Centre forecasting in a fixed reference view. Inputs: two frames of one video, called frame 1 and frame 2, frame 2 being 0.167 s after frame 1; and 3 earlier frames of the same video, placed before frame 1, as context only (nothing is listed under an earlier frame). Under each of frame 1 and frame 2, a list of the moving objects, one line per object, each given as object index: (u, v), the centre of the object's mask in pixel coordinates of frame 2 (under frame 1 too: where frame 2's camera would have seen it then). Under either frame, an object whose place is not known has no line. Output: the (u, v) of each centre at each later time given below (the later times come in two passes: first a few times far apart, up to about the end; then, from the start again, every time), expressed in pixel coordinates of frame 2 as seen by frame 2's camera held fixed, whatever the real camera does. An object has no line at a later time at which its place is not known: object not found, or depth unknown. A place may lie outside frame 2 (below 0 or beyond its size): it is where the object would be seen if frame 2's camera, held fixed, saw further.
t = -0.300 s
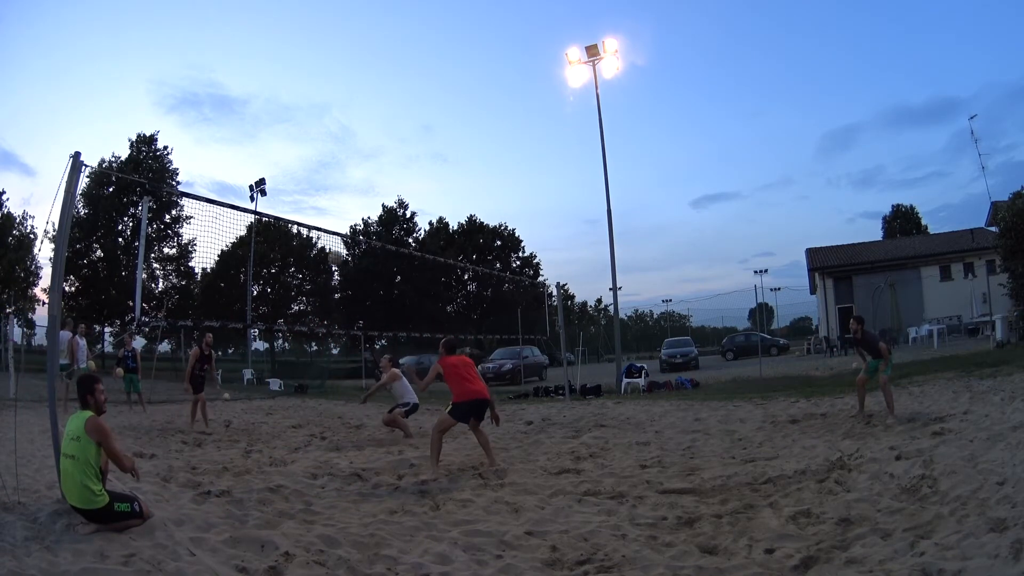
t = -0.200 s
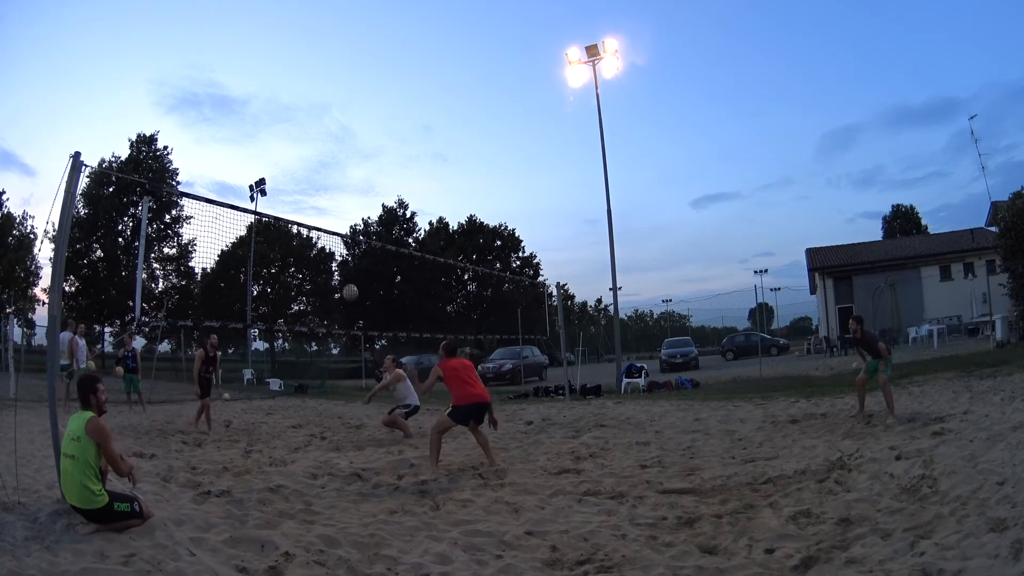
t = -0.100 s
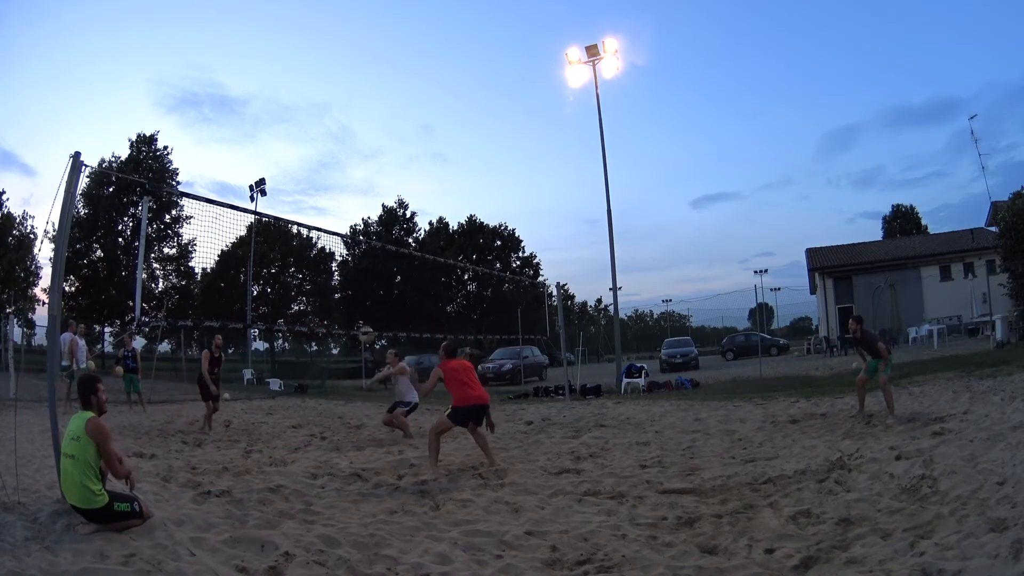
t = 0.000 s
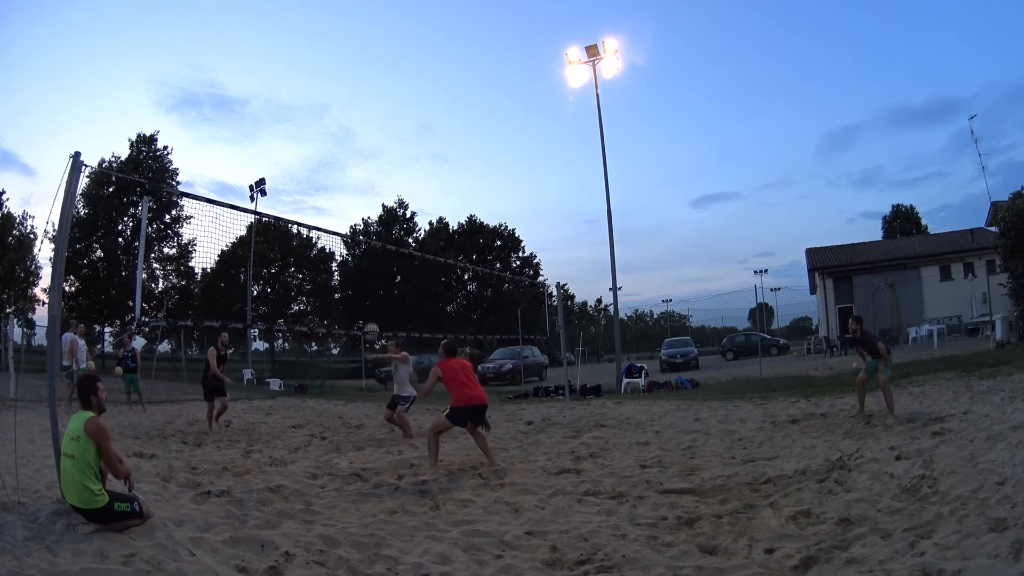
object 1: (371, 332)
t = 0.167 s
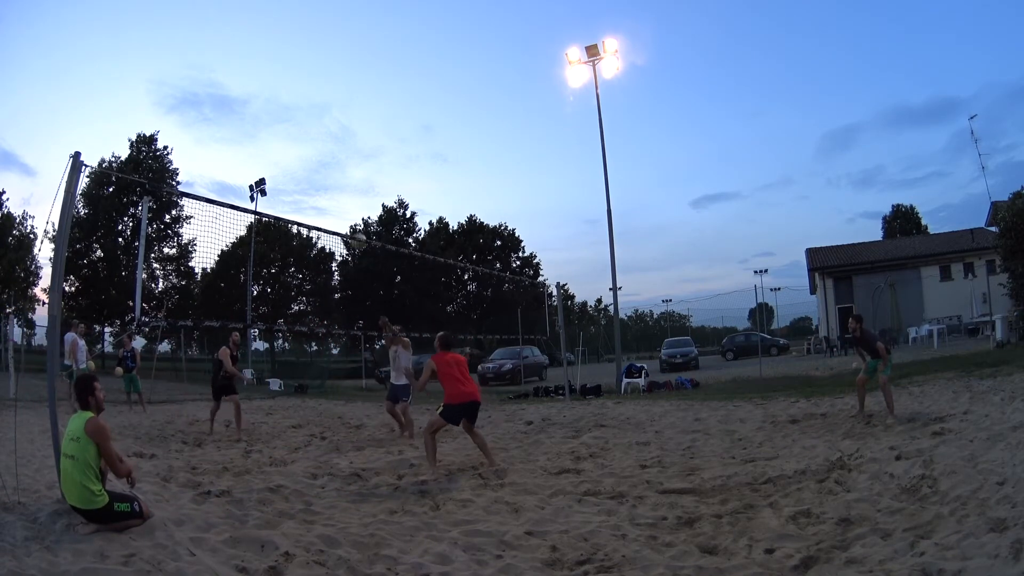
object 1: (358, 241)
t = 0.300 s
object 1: (350, 186)
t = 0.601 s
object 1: (335, 111)
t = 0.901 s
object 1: (314, 91)
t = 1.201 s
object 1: (285, 127)
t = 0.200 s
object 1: (356, 227)
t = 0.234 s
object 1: (354, 212)
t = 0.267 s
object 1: (352, 198)
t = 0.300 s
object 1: (350, 186)
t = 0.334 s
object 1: (349, 174)
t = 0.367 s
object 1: (347, 164)
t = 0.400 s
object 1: (345, 154)
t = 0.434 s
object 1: (344, 145)
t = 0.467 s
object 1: (342, 136)
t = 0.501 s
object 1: (340, 129)
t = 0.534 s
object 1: (339, 122)
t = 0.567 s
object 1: (337, 116)
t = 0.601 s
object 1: (335, 111)
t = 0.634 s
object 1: (333, 106)
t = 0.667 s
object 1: (331, 102)
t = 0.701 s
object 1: (329, 98)
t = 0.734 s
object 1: (327, 96)
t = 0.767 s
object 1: (324, 93)
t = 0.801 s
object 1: (322, 92)
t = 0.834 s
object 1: (319, 91)
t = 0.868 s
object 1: (317, 91)
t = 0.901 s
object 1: (314, 91)
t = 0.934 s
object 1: (311, 92)
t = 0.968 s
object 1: (309, 94)
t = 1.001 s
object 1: (306, 97)
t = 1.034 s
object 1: (302, 100)
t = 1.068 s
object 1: (299, 104)
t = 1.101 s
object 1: (296, 108)
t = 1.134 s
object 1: (292, 114)
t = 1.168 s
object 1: (288, 120)
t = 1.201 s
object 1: (285, 127)
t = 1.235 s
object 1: (281, 135)
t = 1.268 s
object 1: (277, 144)
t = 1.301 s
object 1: (273, 155)
